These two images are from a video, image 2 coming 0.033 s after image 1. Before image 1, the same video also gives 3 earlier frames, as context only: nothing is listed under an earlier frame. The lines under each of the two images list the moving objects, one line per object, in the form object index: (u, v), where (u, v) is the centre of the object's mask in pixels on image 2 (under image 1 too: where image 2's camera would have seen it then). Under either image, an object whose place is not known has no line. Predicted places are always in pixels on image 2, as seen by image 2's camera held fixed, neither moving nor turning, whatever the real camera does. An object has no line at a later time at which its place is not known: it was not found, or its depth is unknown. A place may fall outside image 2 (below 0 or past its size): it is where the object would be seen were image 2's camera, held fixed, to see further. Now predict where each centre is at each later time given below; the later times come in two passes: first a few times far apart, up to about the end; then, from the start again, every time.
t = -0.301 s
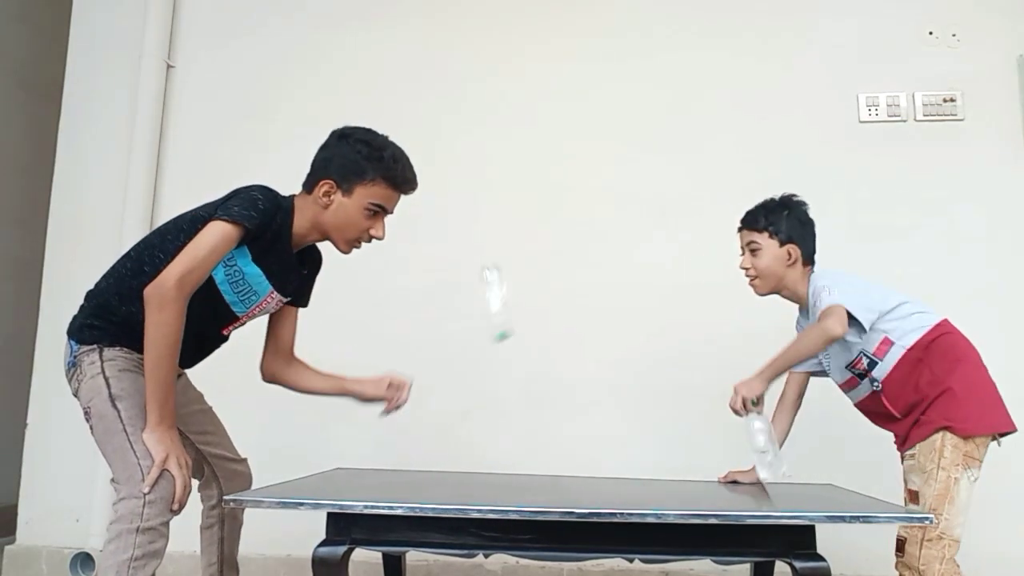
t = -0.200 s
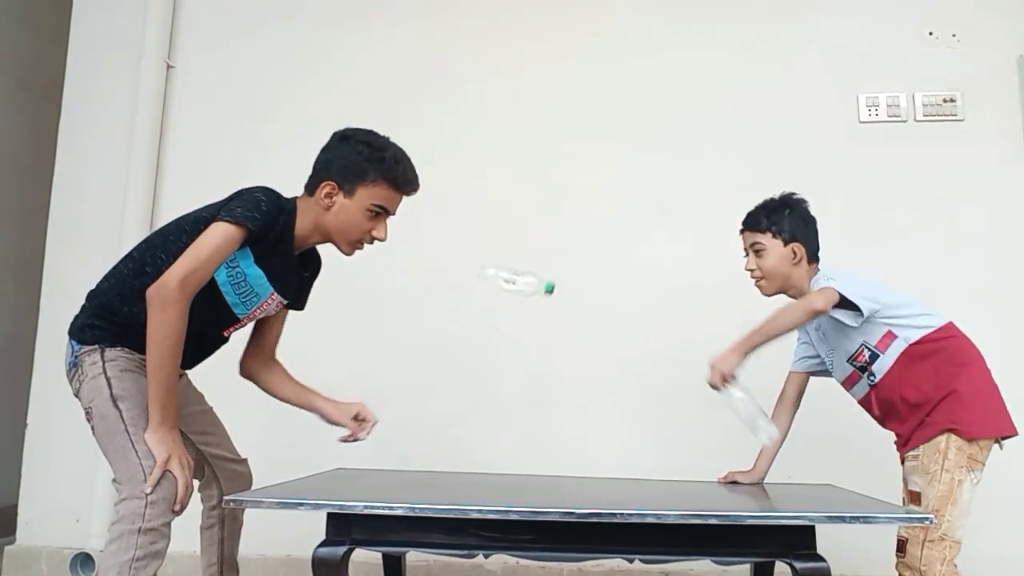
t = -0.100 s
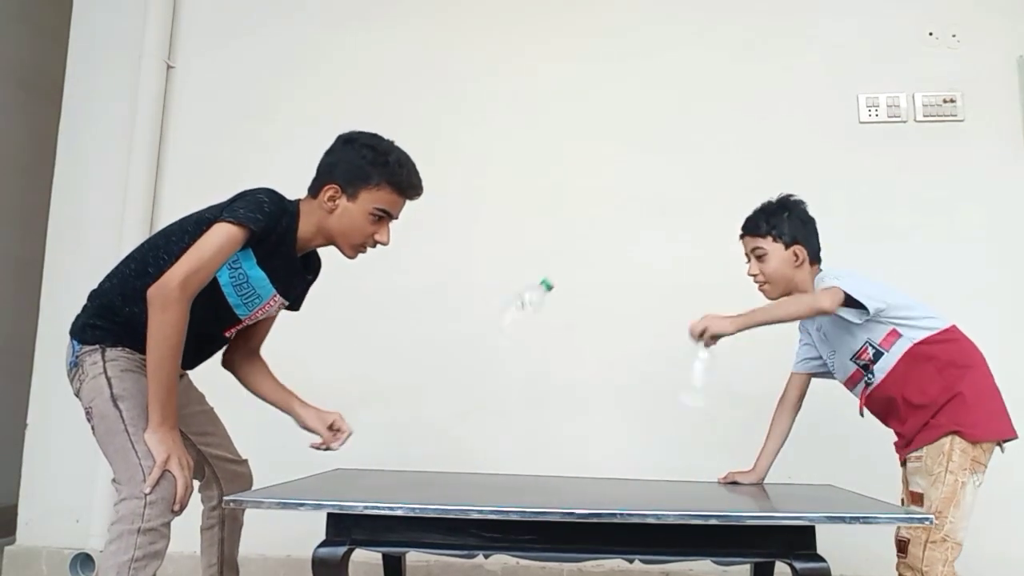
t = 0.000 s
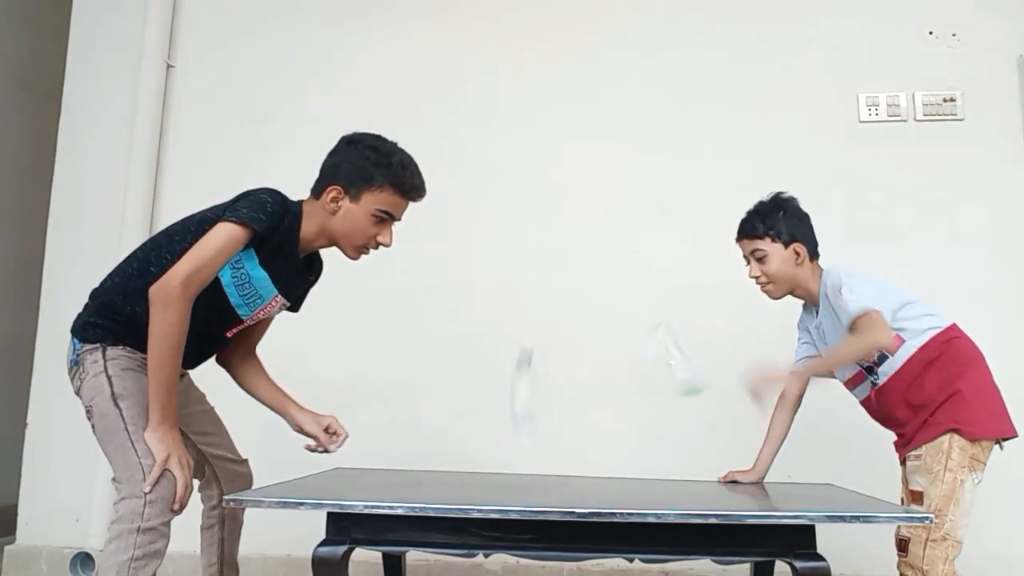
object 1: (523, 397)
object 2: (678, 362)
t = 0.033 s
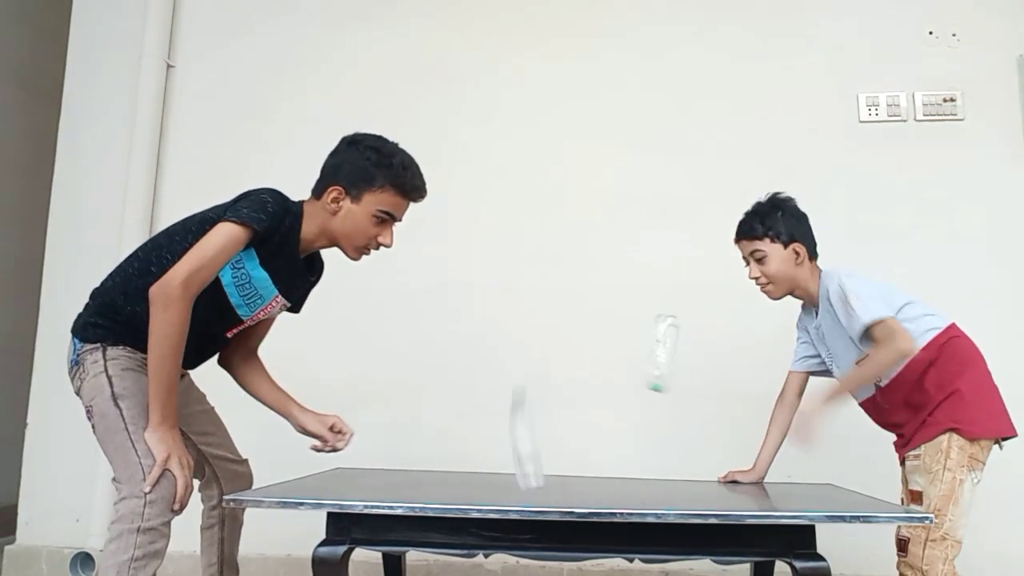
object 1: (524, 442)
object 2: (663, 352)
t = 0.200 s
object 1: (522, 452)
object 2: (644, 386)
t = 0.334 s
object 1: (525, 453)
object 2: (652, 454)
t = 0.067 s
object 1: (524, 452)
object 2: (656, 351)
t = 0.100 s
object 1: (523, 452)
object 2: (651, 350)
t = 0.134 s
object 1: (523, 452)
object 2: (643, 355)
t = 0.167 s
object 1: (522, 452)
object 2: (644, 367)
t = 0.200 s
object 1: (522, 452)
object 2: (644, 386)
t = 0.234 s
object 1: (522, 452)
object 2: (647, 411)
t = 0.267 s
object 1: (523, 452)
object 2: (647, 449)
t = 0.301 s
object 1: (523, 452)
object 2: (649, 453)
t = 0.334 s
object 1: (525, 453)
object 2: (652, 454)
